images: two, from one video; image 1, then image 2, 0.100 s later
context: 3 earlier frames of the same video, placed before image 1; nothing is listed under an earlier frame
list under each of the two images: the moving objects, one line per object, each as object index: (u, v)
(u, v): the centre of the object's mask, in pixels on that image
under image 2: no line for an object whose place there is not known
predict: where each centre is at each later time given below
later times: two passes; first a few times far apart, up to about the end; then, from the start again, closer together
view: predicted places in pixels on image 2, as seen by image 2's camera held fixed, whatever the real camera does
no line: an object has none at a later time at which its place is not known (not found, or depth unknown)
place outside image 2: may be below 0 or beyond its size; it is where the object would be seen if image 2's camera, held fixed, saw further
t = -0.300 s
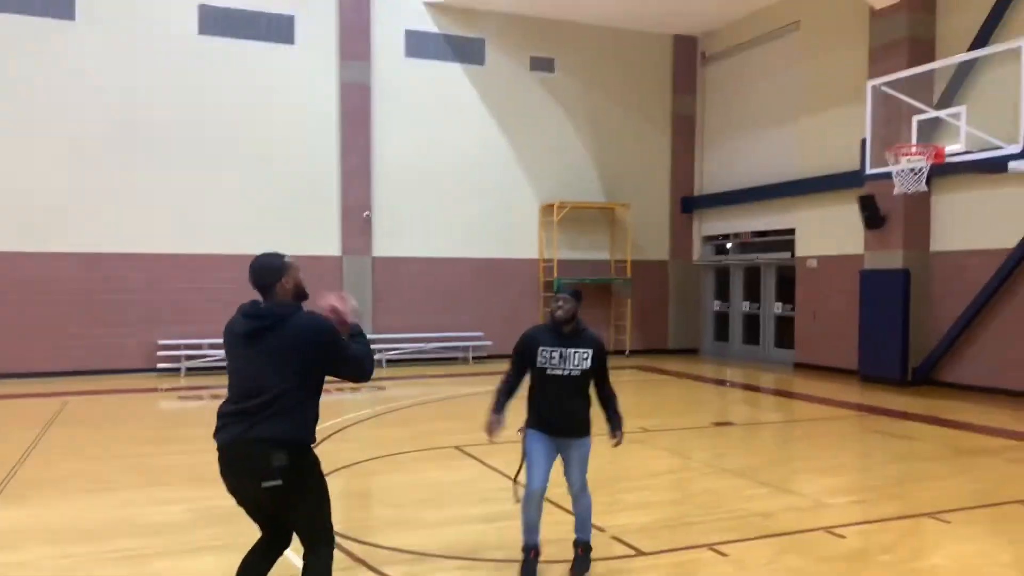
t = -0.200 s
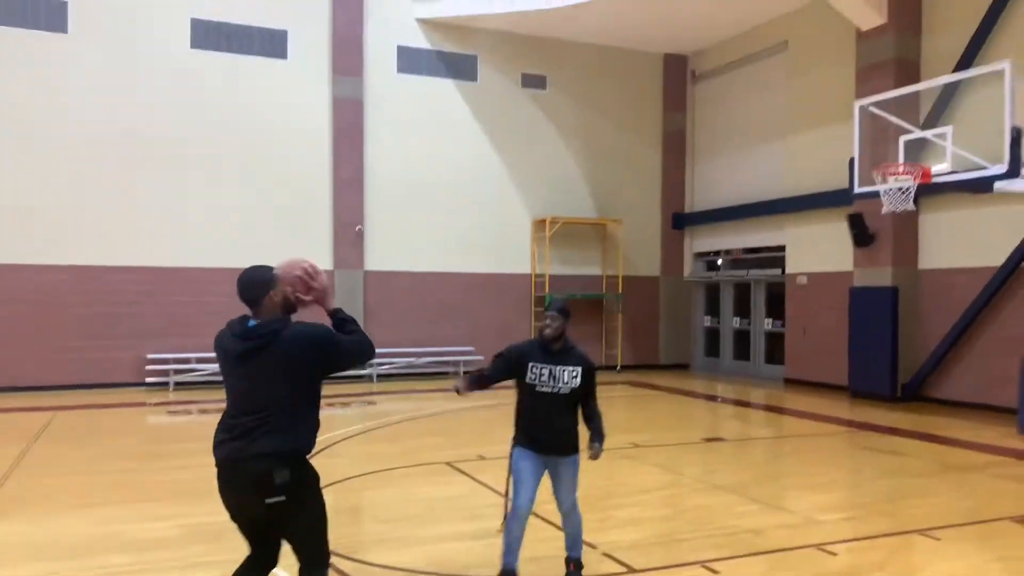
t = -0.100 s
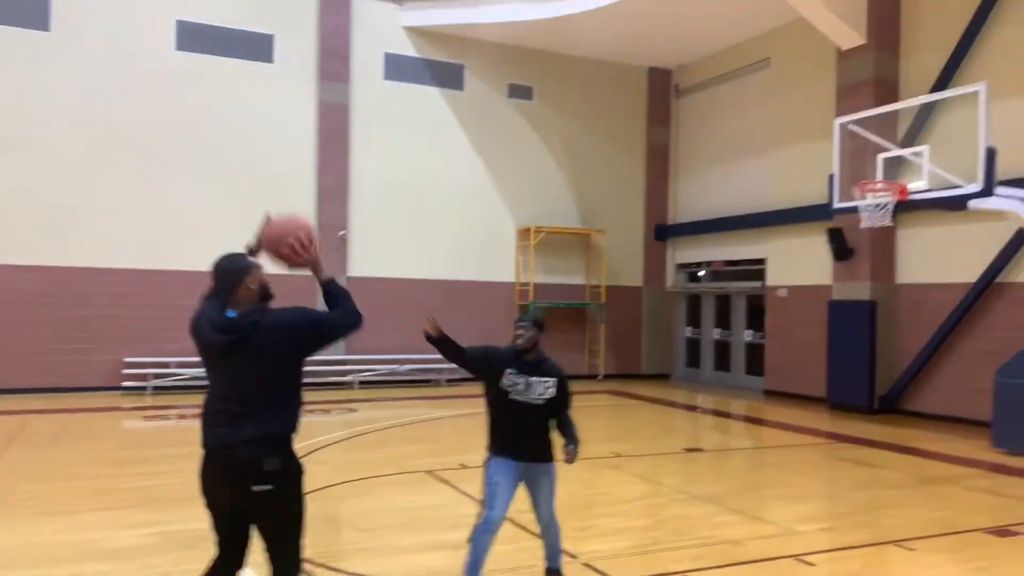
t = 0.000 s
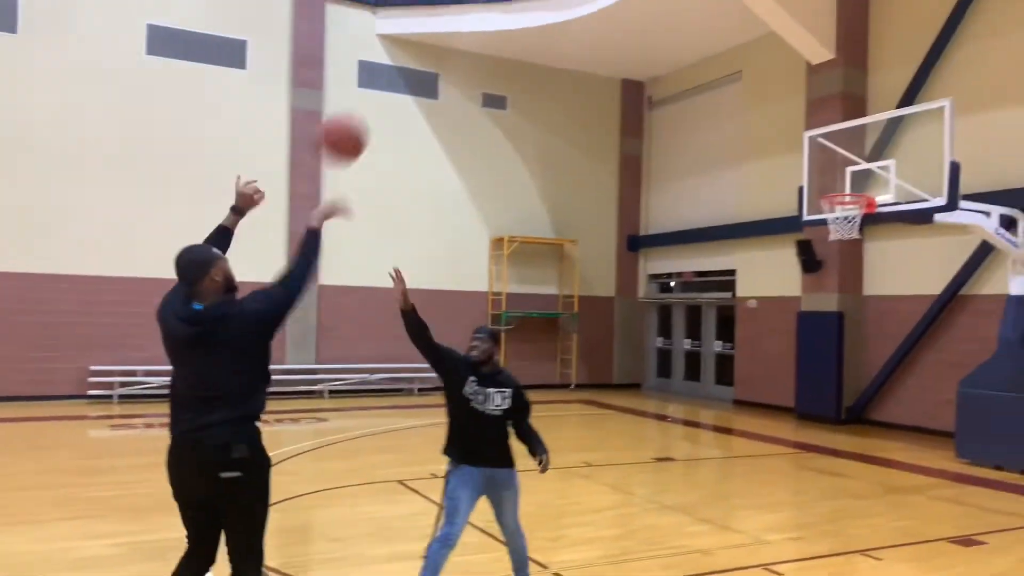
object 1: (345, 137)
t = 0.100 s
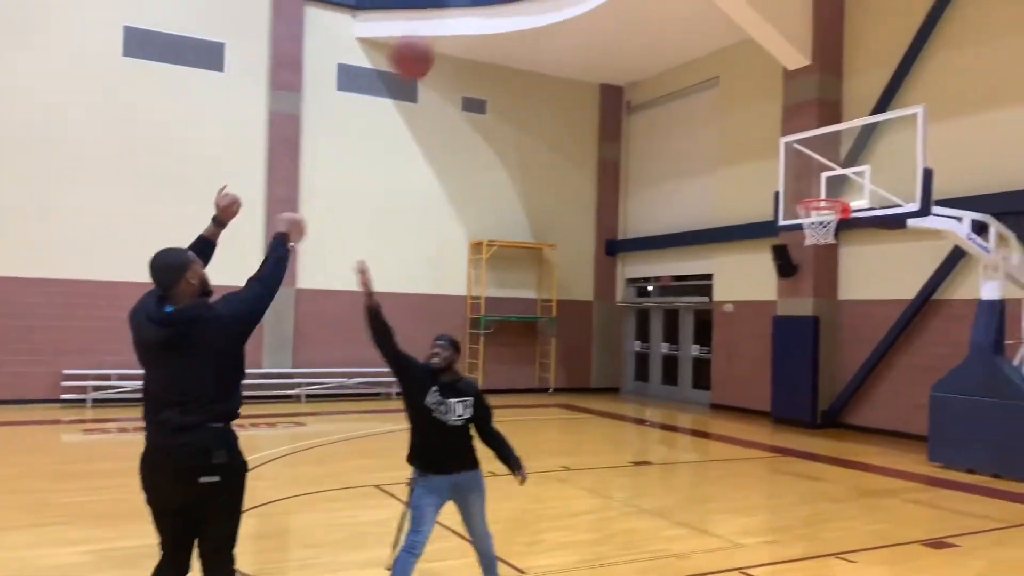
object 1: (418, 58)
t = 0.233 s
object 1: (514, -4)
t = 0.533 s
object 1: (656, -22)
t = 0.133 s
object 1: (445, 37)
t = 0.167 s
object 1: (468, 18)
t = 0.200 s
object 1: (493, 4)
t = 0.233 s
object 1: (514, -4)
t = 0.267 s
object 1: (535, -9)
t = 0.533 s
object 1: (656, -22)
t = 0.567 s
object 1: (669, -21)
